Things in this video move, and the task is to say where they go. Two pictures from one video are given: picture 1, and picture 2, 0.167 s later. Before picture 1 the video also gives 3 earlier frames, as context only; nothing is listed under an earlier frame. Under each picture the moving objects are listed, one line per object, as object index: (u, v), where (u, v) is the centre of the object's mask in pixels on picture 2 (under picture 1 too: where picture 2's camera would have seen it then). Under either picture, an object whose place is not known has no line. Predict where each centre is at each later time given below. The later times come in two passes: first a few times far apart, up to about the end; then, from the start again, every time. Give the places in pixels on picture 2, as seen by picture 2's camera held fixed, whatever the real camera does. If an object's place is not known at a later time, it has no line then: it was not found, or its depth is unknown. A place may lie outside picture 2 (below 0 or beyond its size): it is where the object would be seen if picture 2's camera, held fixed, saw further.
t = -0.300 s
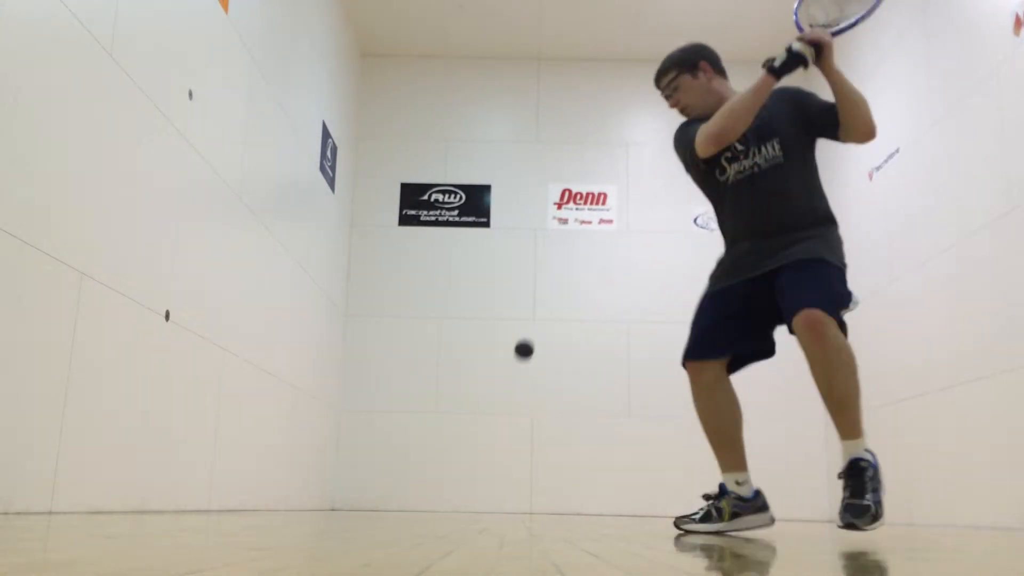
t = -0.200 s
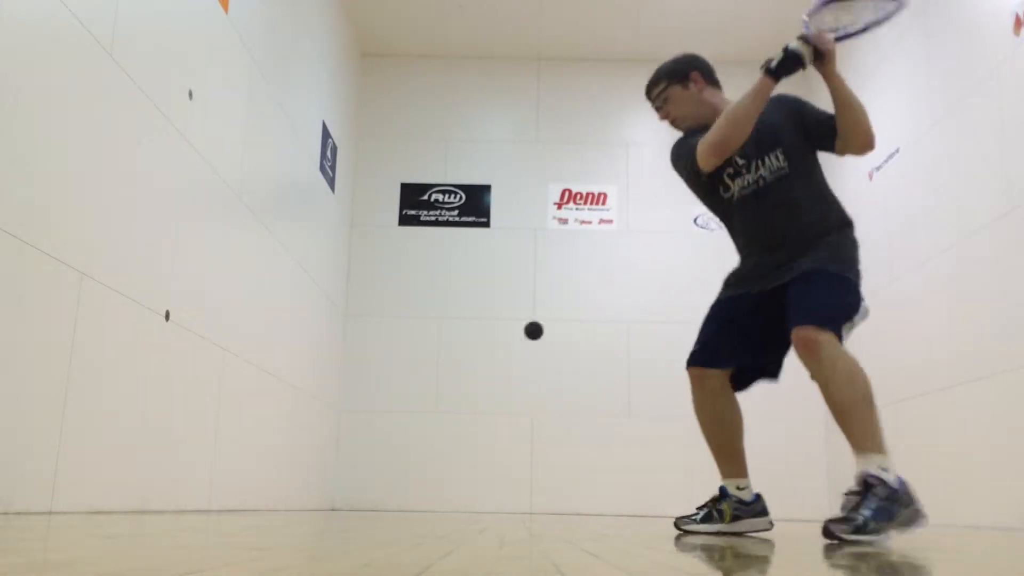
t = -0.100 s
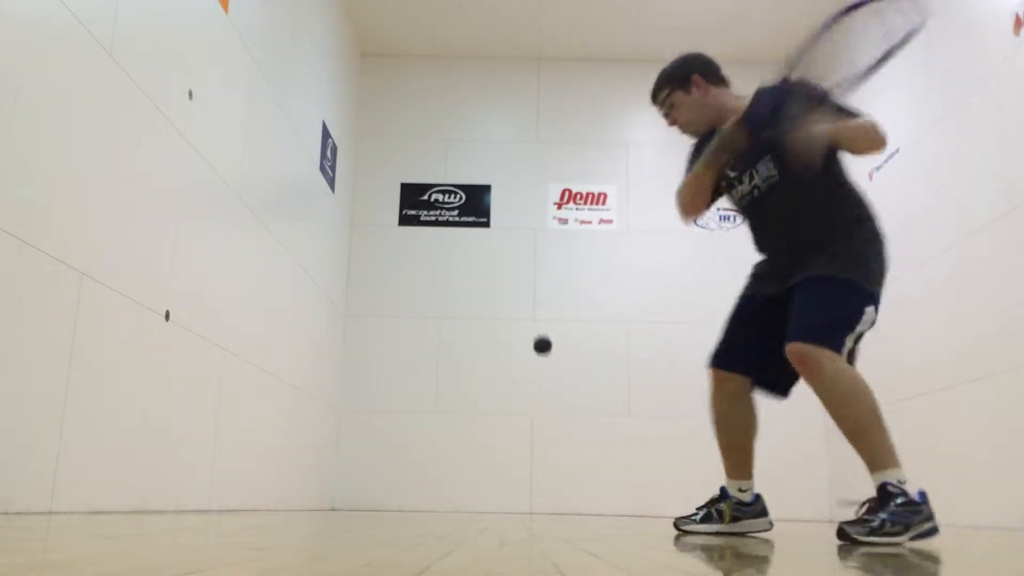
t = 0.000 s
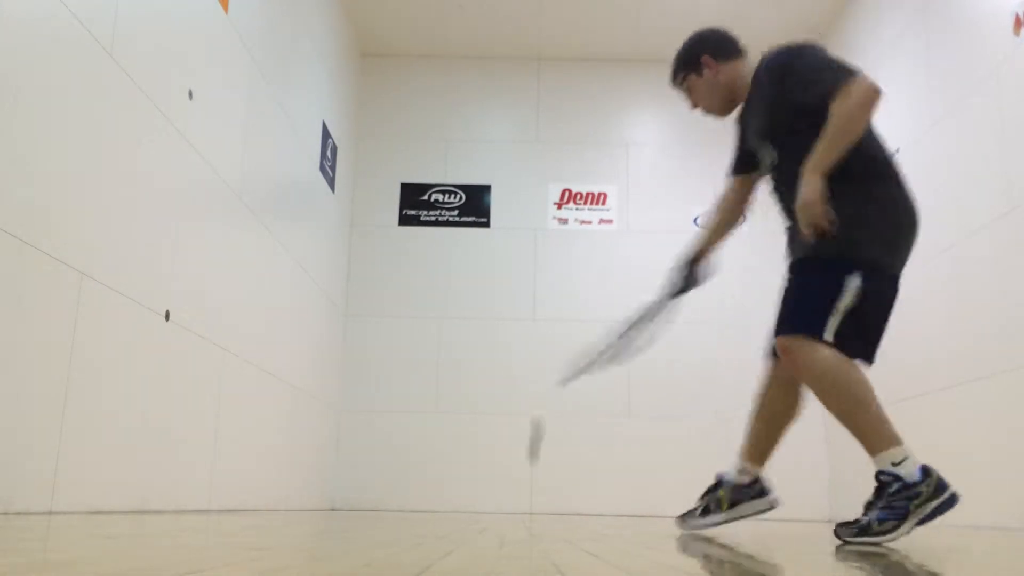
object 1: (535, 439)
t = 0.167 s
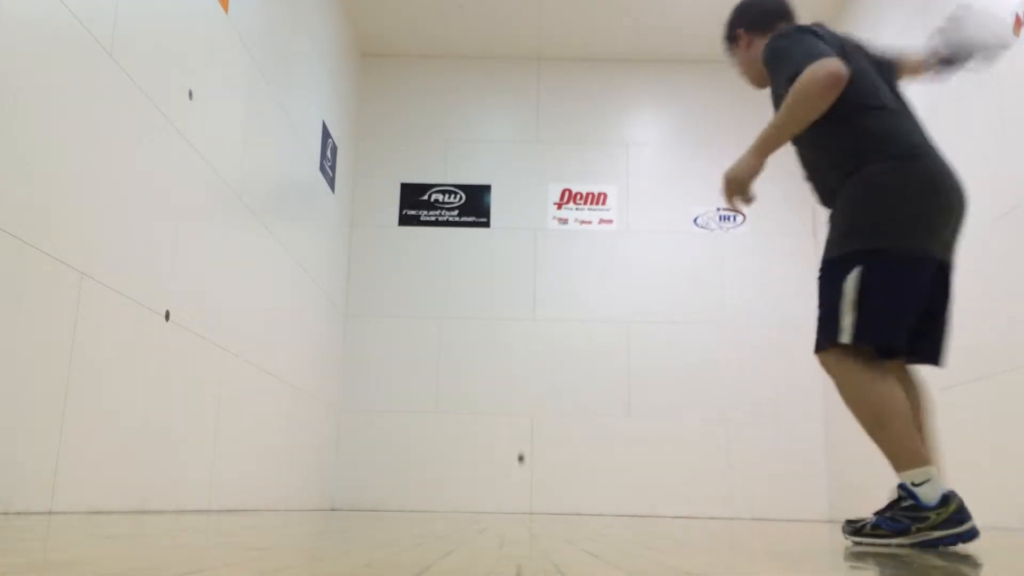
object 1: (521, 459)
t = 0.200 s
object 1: (520, 449)
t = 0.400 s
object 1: (516, 438)
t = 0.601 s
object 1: (517, 403)
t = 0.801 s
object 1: (521, 362)
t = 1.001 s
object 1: (526, 349)
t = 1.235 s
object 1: (534, 405)
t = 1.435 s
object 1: (547, 450)
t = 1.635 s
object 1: (564, 270)
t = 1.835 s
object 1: (588, 131)
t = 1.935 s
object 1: (607, 84)
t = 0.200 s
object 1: (520, 449)
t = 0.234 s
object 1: (519, 442)
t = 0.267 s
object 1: (519, 438)
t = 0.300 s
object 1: (518, 436)
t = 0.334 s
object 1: (518, 435)
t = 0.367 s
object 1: (517, 436)
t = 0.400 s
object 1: (516, 438)
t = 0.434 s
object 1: (515, 441)
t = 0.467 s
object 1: (515, 441)
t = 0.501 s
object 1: (515, 431)
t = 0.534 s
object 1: (516, 421)
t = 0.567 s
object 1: (516, 412)
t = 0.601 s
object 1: (517, 403)
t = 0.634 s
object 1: (518, 395)
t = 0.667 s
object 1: (518, 387)
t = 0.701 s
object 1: (519, 380)
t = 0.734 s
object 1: (520, 373)
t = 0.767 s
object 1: (520, 367)
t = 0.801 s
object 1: (521, 362)
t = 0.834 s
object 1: (522, 357)
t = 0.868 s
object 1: (523, 353)
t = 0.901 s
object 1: (524, 350)
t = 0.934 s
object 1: (524, 349)
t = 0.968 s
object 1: (525, 348)
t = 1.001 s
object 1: (526, 349)
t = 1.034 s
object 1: (527, 351)
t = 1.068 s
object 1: (528, 354)
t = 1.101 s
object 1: (529, 360)
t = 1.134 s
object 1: (530, 367)
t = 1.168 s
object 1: (532, 376)
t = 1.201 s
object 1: (533, 389)
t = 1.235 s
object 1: (534, 405)
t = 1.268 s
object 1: (536, 425)
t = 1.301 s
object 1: (538, 451)
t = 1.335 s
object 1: (540, 482)
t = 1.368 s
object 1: (543, 509)
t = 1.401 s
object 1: (545, 482)
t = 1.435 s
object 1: (547, 450)
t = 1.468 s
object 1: (549, 417)
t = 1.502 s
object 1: (552, 387)
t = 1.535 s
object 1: (555, 357)
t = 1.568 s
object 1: (557, 327)
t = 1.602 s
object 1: (561, 298)
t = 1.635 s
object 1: (564, 270)
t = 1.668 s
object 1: (567, 244)
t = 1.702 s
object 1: (570, 218)
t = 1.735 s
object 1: (576, 193)
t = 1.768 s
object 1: (579, 170)
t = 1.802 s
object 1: (584, 150)
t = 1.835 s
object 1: (588, 131)
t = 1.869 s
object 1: (594, 112)
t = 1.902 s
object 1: (600, 97)
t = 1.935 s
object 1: (607, 84)
